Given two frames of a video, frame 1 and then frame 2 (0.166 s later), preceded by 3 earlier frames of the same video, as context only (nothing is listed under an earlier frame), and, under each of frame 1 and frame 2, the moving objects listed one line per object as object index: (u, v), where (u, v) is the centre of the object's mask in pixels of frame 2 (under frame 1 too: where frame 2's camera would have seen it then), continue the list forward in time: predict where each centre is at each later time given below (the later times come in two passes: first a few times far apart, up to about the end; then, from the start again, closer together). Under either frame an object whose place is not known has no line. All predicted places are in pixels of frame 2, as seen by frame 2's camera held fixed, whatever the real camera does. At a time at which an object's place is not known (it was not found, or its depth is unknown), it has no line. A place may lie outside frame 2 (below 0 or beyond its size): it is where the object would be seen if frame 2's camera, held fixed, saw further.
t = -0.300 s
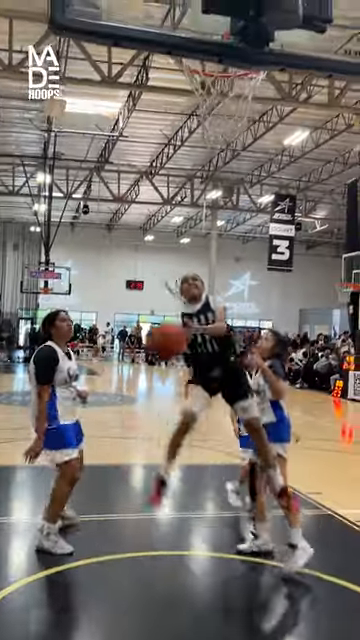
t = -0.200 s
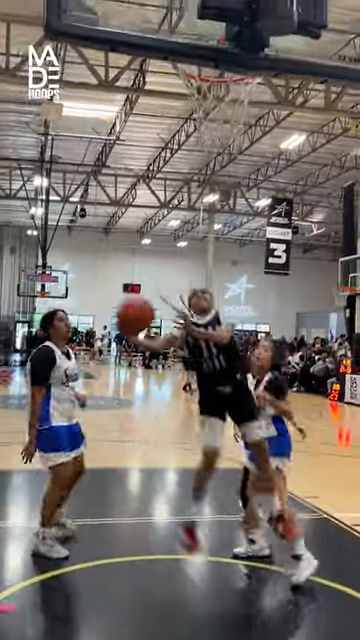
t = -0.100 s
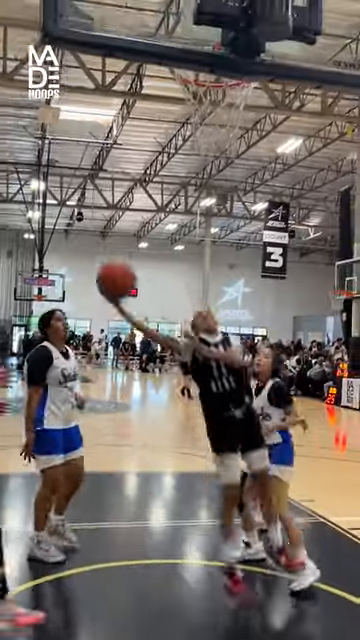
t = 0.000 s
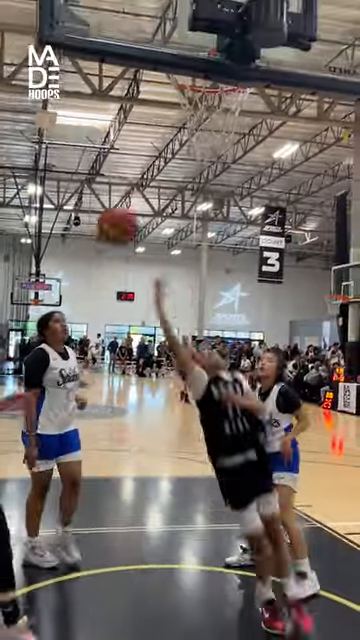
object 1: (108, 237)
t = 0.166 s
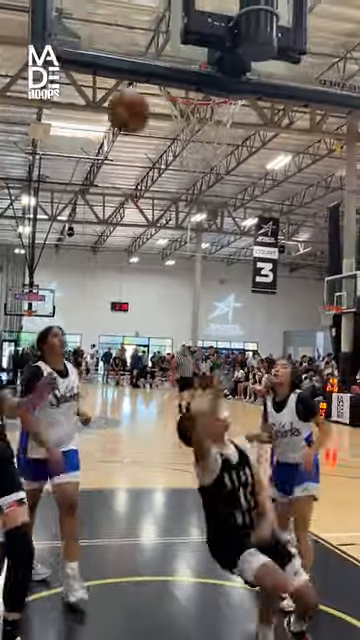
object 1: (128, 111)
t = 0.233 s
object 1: (133, 84)
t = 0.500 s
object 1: (163, 25)
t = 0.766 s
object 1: (218, 124)
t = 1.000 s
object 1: (197, 208)
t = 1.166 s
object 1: (184, 313)
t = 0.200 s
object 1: (132, 93)
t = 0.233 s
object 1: (133, 84)
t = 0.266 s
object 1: (139, 47)
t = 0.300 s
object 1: (141, 39)
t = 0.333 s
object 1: (147, 30)
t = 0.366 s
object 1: (149, 22)
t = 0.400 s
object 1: (152, 15)
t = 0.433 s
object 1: (157, 17)
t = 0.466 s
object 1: (160, 19)
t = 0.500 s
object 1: (163, 25)
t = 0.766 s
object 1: (218, 124)
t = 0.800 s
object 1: (215, 136)
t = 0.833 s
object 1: (213, 143)
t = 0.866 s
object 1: (211, 151)
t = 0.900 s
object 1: (210, 162)
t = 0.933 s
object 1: (206, 174)
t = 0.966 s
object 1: (201, 190)
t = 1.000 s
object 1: (197, 208)
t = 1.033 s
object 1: (195, 222)
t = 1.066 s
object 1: (191, 244)
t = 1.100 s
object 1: (189, 265)
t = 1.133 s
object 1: (186, 288)
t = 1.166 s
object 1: (184, 313)
